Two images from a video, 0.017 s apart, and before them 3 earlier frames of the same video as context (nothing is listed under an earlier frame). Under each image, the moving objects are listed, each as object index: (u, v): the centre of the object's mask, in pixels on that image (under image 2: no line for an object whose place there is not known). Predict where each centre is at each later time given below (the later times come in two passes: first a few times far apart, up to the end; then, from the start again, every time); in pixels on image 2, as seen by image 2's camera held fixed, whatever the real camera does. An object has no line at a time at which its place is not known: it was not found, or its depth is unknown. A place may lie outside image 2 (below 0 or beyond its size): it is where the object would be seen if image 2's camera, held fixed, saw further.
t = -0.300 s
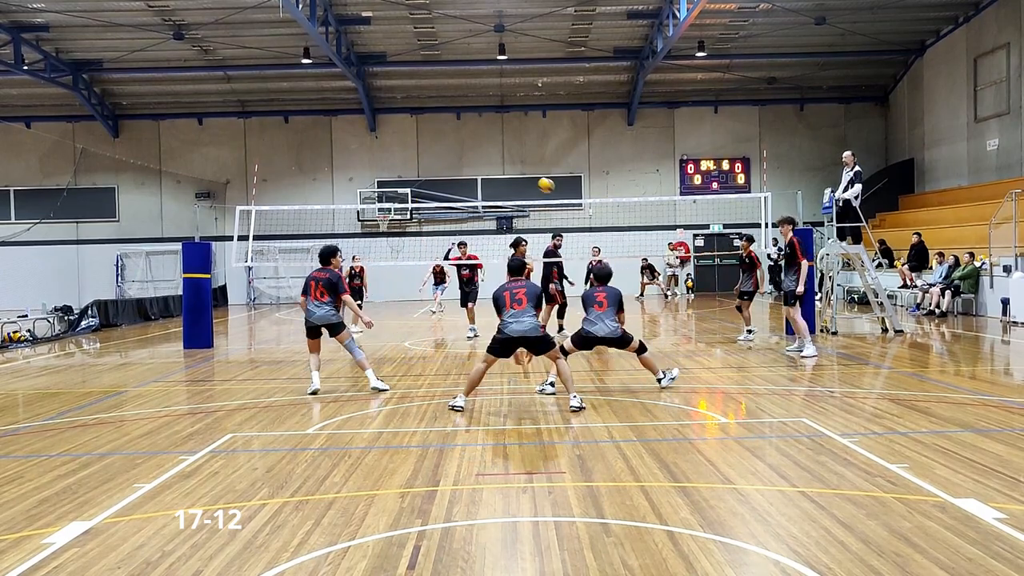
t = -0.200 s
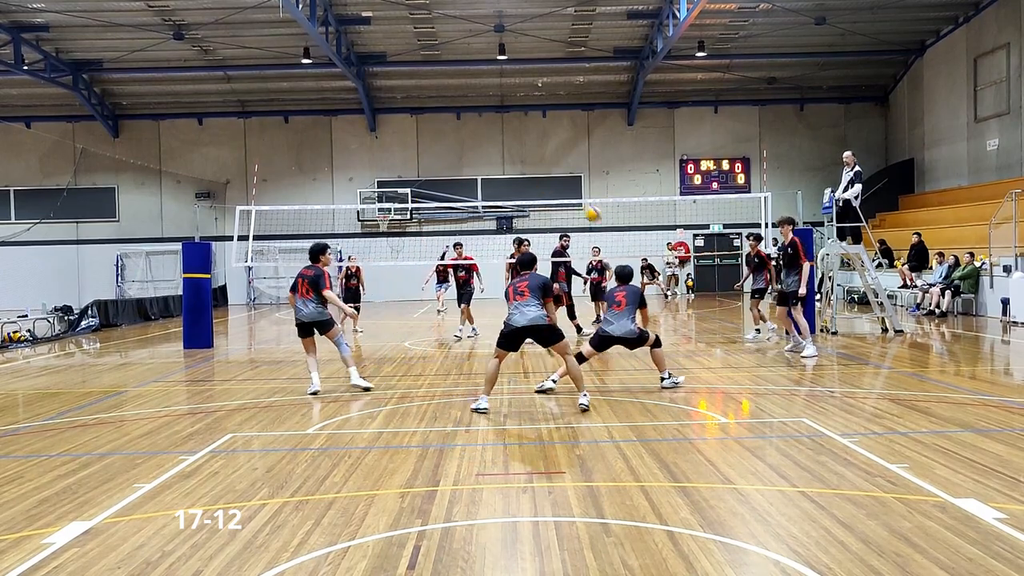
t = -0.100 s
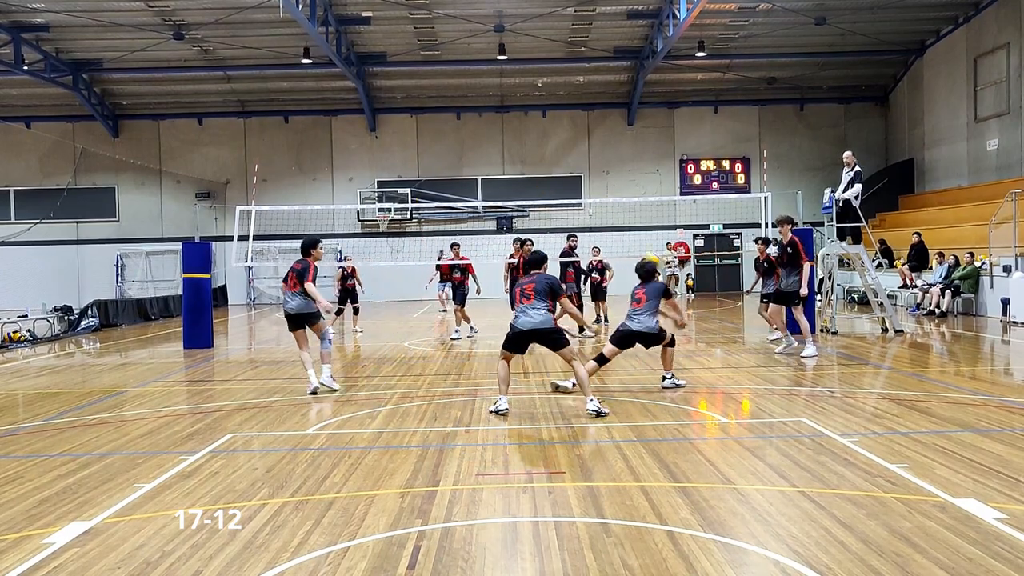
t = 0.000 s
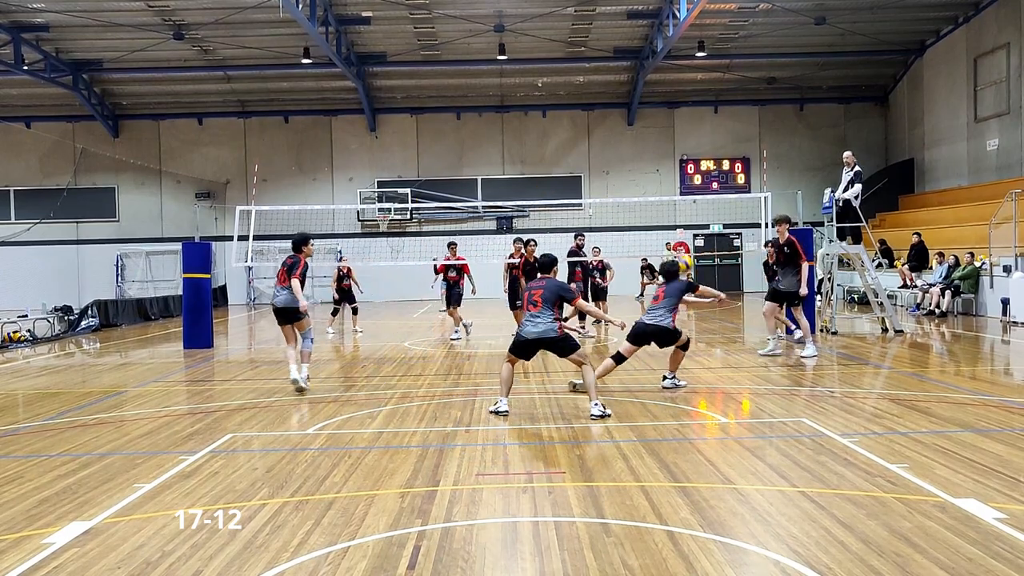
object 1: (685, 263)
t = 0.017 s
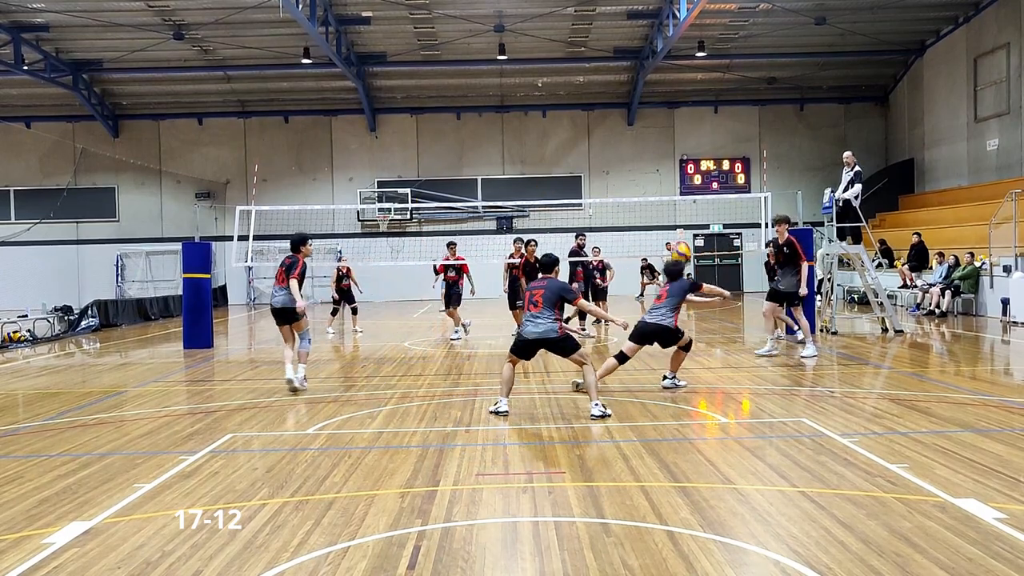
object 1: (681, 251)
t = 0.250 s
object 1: (630, 121)
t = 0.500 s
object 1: (580, 40)
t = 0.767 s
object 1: (532, 13)
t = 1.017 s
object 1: (490, 40)
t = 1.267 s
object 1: (453, 112)
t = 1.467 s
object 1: (427, 197)
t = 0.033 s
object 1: (677, 238)
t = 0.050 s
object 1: (672, 230)
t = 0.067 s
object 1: (669, 220)
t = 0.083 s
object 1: (665, 209)
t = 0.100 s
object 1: (661, 198)
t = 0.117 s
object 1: (658, 188)
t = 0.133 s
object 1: (655, 179)
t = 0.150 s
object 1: (651, 170)
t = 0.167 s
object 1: (648, 161)
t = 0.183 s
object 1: (644, 152)
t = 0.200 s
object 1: (641, 144)
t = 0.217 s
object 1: (637, 136)
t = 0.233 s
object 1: (634, 129)
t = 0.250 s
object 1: (630, 121)
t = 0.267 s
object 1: (627, 113)
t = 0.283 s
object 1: (623, 107)
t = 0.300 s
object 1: (620, 101)
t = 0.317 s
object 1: (617, 94)
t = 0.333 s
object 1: (613, 88)
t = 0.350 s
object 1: (610, 82)
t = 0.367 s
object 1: (606, 76)
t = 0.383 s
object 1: (603, 71)
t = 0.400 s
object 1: (600, 65)
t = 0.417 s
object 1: (597, 61)
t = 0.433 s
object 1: (593, 56)
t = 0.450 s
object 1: (590, 52)
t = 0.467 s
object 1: (587, 48)
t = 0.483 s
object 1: (583, 43)
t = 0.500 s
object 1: (580, 40)
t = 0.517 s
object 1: (577, 37)
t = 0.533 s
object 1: (574, 33)
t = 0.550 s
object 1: (571, 31)
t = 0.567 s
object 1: (568, 28)
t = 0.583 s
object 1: (564, 25)
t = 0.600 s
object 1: (561, 23)
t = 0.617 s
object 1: (558, 21)
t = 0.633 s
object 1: (555, 19)
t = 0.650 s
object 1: (553, 18)
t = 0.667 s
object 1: (549, 16)
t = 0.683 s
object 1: (546, 16)
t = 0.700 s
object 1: (543, 15)
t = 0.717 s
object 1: (540, 14)
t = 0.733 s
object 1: (537, 13)
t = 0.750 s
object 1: (534, 13)
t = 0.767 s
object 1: (532, 13)
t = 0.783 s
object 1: (528, 14)
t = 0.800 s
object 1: (526, 14)
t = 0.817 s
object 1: (523, 15)
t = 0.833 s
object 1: (520, 16)
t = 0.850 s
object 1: (517, 17)
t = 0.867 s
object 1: (514, 18)
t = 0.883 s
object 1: (512, 19)
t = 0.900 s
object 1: (509, 21)
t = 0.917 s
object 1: (506, 24)
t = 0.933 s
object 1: (503, 26)
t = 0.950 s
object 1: (500, 29)
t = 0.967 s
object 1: (498, 31)
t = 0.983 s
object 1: (495, 33)
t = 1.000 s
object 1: (492, 37)
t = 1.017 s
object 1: (490, 40)
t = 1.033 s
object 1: (487, 44)
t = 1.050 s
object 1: (484, 47)
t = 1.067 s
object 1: (482, 51)
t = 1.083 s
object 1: (479, 55)
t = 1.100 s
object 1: (477, 59)
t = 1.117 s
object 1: (474, 64)
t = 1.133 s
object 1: (472, 68)
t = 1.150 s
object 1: (469, 73)
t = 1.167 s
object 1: (467, 79)
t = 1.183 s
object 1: (464, 83)
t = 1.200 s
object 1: (462, 89)
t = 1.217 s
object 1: (459, 94)
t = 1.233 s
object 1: (457, 100)
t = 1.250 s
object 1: (455, 106)
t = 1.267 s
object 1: (453, 112)
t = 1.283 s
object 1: (450, 118)
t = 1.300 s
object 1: (448, 124)
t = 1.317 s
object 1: (446, 131)
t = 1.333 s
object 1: (444, 137)
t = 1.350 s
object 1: (442, 145)
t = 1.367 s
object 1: (439, 151)
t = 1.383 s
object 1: (437, 159)
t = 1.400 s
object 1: (435, 167)
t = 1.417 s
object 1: (434, 174)
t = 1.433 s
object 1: (431, 182)
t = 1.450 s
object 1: (429, 190)
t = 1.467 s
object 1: (427, 197)
